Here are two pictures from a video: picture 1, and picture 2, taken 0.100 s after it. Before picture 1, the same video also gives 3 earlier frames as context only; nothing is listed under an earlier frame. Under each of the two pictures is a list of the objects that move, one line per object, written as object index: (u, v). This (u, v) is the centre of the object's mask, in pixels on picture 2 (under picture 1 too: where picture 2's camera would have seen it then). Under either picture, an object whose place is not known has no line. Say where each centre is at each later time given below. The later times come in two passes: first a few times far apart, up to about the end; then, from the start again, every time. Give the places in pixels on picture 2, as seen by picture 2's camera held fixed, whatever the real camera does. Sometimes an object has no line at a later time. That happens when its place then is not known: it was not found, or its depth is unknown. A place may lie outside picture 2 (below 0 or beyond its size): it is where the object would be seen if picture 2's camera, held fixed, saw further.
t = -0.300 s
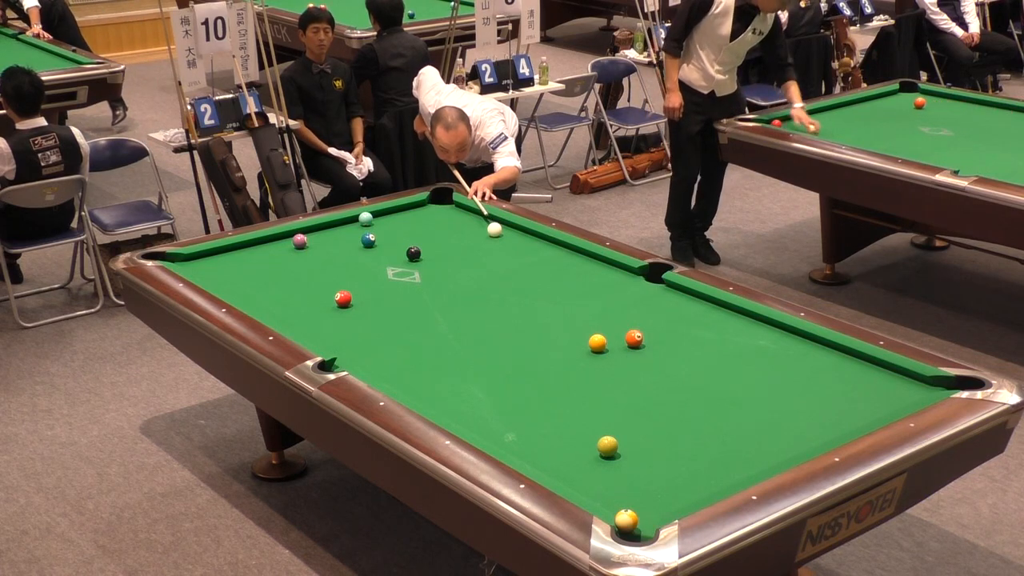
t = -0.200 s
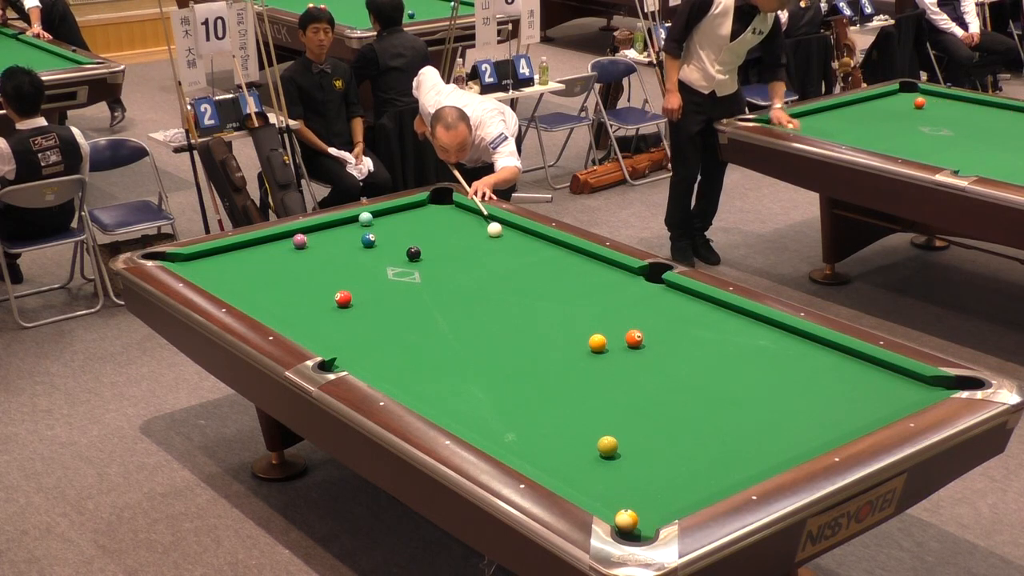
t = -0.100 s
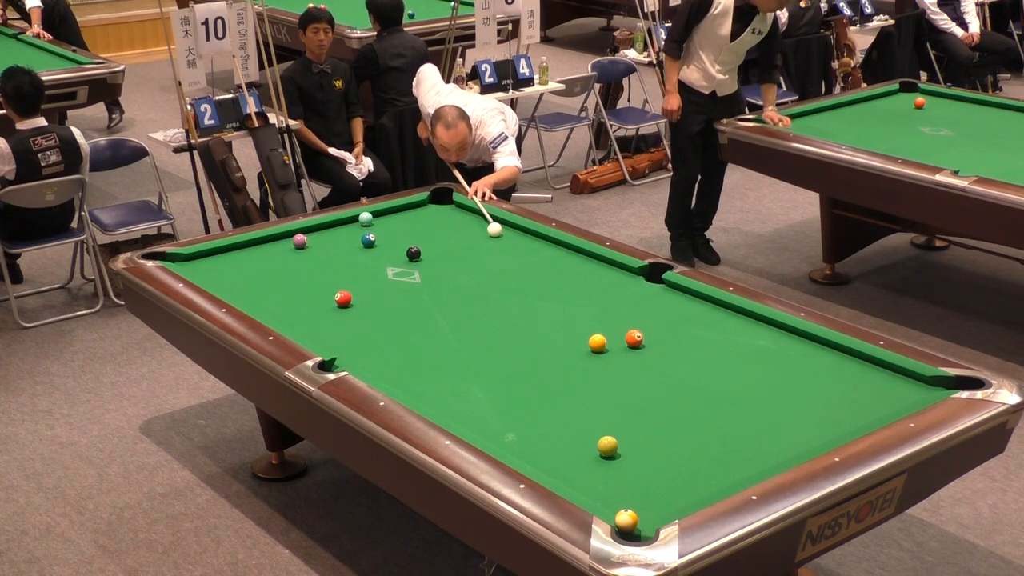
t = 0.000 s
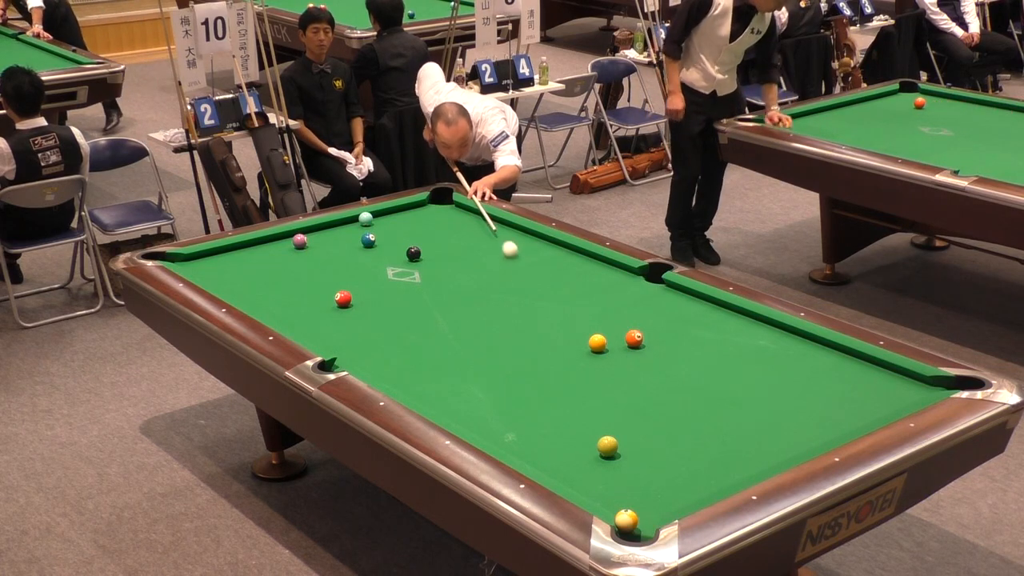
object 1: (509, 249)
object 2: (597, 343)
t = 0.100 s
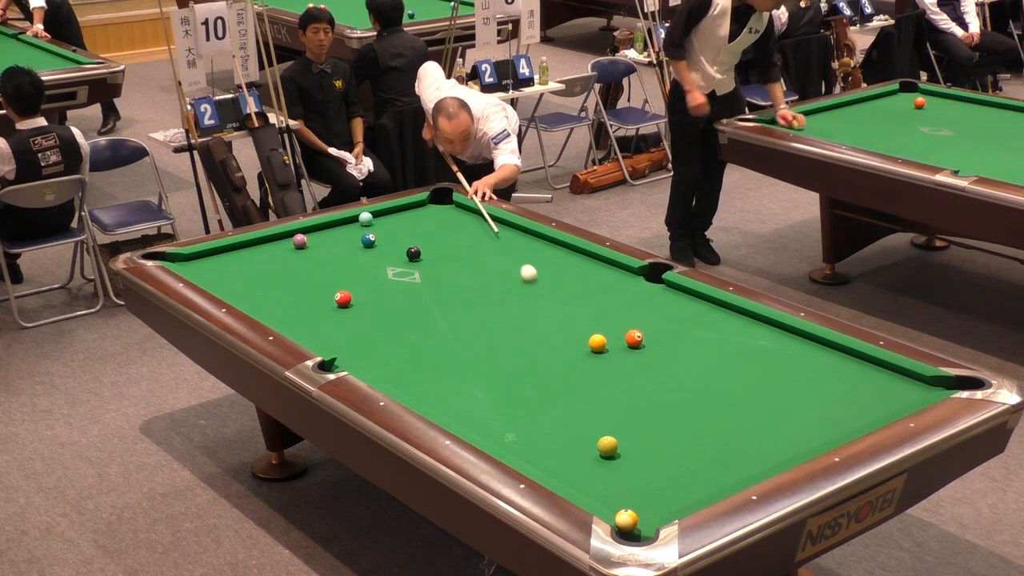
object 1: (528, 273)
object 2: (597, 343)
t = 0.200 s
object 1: (548, 299)
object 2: (597, 343)
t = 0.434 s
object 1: (562, 363)
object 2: (639, 350)
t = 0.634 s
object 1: (535, 422)
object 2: (712, 363)
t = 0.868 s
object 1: (593, 456)
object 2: (792, 377)
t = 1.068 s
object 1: (685, 461)
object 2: (863, 389)
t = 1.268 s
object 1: (760, 459)
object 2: (901, 392)
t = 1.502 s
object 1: (770, 425)
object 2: (879, 374)
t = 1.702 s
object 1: (777, 399)
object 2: (862, 360)
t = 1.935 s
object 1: (786, 371)
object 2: (836, 351)
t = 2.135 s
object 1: (793, 350)
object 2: (813, 345)
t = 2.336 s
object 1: (771, 332)
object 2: (811, 341)
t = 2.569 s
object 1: (745, 315)
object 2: (795, 341)
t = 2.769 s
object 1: (714, 307)
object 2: (783, 341)
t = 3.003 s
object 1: (680, 299)
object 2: (769, 341)
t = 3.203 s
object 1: (653, 292)
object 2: (759, 341)
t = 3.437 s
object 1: (623, 284)
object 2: (749, 342)
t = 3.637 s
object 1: (599, 278)
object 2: (742, 342)
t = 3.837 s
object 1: (577, 272)
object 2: (735, 342)
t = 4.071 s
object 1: (552, 266)
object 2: (729, 342)
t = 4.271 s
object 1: (532, 261)
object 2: (725, 342)
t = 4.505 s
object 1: (511, 256)
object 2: (723, 342)
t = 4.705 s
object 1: (494, 251)
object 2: (721, 342)
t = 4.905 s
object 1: (478, 247)
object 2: (721, 342)
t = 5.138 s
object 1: (460, 243)
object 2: (721, 342)
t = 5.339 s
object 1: (446, 239)
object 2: (721, 342)
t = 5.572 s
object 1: (431, 235)
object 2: (721, 342)
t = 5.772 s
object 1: (420, 232)
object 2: (721, 342)
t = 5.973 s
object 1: (408, 229)
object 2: (721, 342)
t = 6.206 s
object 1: (396, 226)
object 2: (721, 342)
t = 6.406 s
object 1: (387, 224)
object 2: (721, 342)
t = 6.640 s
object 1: (377, 221)
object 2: (721, 342)
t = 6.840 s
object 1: (376, 221)
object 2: (721, 342)
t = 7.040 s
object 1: (375, 220)
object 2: (721, 342)
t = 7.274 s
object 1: (375, 220)
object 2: (721, 342)
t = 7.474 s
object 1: (375, 220)
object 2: (721, 342)
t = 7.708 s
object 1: (375, 220)
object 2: (721, 342)
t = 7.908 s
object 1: (375, 220)
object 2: (721, 342)
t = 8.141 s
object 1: (375, 220)
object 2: (721, 342)
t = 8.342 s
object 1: (375, 220)
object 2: (721, 342)
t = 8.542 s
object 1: (375, 220)
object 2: (721, 342)
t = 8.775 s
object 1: (376, 220)
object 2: (721, 342)
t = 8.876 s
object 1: (376, 220)
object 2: (721, 342)
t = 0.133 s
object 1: (535, 281)
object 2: (597, 343)
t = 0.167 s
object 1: (541, 290)
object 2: (597, 343)
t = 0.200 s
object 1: (548, 299)
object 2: (597, 343)
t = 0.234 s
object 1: (556, 308)
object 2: (597, 343)
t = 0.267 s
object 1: (563, 317)
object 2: (597, 342)
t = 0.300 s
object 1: (571, 328)
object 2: (597, 343)
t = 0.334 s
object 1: (579, 338)
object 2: (597, 343)
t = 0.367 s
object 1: (575, 347)
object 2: (610, 344)
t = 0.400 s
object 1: (568, 355)
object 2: (624, 347)
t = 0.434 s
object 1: (562, 363)
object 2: (639, 350)
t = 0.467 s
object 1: (557, 372)
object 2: (652, 352)
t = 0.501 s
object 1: (552, 382)
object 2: (666, 354)
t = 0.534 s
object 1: (548, 392)
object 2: (678, 357)
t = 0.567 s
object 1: (544, 402)
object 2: (689, 359)
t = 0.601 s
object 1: (540, 412)
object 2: (701, 361)
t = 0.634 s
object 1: (535, 422)
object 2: (712, 363)
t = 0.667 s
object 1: (531, 434)
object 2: (723, 365)
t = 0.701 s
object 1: (526, 446)
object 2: (735, 367)
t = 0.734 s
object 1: (524, 454)
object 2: (746, 369)
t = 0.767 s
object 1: (541, 456)
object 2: (758, 371)
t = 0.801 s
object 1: (559, 456)
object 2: (769, 373)
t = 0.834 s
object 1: (577, 456)
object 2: (781, 375)
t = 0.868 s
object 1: (593, 456)
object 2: (792, 377)
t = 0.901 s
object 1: (610, 457)
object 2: (804, 379)
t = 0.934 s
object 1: (625, 457)
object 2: (816, 381)
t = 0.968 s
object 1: (640, 458)
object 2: (827, 383)
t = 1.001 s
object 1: (655, 459)
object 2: (839, 385)
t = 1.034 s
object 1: (670, 460)
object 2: (851, 387)
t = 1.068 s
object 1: (685, 461)
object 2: (863, 389)
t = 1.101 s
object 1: (700, 462)
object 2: (875, 392)
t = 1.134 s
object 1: (715, 463)
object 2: (887, 394)
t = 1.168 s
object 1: (730, 464)
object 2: (899, 396)
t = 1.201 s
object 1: (745, 464)
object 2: (910, 395)
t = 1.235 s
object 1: (759, 463)
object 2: (906, 394)
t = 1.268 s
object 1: (760, 459)
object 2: (901, 392)
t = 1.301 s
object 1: (761, 454)
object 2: (897, 389)
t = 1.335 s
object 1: (763, 449)
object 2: (894, 386)
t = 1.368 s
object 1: (764, 444)
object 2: (891, 384)
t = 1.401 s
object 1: (766, 439)
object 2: (888, 381)
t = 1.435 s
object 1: (767, 434)
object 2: (885, 379)
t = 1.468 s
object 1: (768, 429)
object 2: (882, 376)
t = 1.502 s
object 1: (770, 425)
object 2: (879, 374)
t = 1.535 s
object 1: (771, 420)
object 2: (876, 372)
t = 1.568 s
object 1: (772, 416)
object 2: (873, 369)
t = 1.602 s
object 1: (774, 412)
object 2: (870, 367)
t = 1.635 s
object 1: (775, 407)
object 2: (867, 365)
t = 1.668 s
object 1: (776, 403)
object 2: (865, 362)
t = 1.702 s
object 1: (777, 399)
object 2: (862, 360)
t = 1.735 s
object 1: (779, 394)
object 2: (859, 358)
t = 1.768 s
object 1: (780, 390)
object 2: (857, 356)
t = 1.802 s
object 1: (781, 386)
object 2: (853, 355)
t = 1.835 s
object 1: (782, 382)
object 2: (849, 354)
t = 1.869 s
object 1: (783, 378)
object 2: (844, 353)
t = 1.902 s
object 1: (784, 375)
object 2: (841, 352)
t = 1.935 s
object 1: (786, 371)
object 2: (836, 351)
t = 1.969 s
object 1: (787, 367)
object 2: (832, 350)
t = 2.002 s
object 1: (788, 363)
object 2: (828, 349)
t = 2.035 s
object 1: (789, 360)
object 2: (824, 348)
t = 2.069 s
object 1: (790, 357)
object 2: (821, 347)
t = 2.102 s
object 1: (792, 353)
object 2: (817, 346)
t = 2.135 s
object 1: (793, 350)
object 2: (813, 345)
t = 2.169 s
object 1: (792, 347)
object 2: (811, 344)
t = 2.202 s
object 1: (787, 344)
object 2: (813, 343)
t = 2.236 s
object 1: (783, 341)
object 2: (815, 341)
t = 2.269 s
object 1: (779, 338)
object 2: (816, 341)
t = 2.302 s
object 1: (775, 335)
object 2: (813, 341)
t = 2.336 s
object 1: (771, 332)
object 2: (811, 341)
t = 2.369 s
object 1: (768, 330)
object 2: (808, 341)
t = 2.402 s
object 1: (764, 327)
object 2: (806, 341)
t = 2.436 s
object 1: (761, 324)
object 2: (803, 341)
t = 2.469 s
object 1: (757, 322)
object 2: (801, 341)
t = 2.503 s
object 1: (754, 319)
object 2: (799, 341)
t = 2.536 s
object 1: (750, 317)
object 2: (797, 341)
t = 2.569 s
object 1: (745, 315)
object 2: (795, 341)
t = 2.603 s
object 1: (740, 314)
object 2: (793, 341)
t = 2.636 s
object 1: (734, 312)
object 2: (790, 341)
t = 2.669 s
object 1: (729, 311)
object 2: (789, 341)
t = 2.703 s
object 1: (724, 310)
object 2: (786, 341)
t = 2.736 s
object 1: (719, 309)
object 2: (784, 341)
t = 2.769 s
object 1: (714, 307)
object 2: (783, 341)
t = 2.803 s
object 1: (709, 306)
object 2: (780, 341)
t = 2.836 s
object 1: (704, 305)
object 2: (778, 341)
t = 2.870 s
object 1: (699, 303)
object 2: (777, 341)
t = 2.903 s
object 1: (694, 302)
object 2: (775, 341)
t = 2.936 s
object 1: (690, 301)
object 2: (773, 341)
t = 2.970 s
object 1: (685, 300)
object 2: (771, 341)
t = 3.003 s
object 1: (680, 299)
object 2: (769, 341)
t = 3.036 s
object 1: (675, 297)
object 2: (767, 341)
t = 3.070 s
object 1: (671, 296)
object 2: (766, 341)
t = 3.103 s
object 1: (666, 295)
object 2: (764, 341)
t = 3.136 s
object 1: (662, 294)
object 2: (763, 341)
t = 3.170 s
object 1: (657, 293)
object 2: (761, 341)
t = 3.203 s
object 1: (653, 292)
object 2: (759, 341)
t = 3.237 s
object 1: (648, 291)
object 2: (758, 342)
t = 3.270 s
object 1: (644, 290)
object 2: (756, 341)
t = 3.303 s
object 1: (640, 288)
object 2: (755, 341)
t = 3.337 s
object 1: (635, 287)
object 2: (754, 341)
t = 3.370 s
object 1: (631, 286)
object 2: (752, 342)
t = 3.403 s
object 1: (627, 285)
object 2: (751, 341)
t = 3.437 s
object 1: (623, 284)
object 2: (749, 342)
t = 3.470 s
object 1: (619, 283)
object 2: (748, 342)
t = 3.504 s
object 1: (615, 282)
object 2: (747, 342)
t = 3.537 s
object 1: (611, 281)
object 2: (746, 342)
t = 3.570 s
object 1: (607, 280)
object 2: (744, 342)
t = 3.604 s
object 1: (603, 279)
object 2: (743, 342)
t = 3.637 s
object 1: (599, 278)
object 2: (742, 342)
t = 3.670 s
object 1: (596, 277)
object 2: (741, 342)
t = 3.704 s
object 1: (592, 276)
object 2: (740, 342)
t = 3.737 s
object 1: (588, 275)
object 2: (739, 342)
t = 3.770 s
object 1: (584, 274)
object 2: (737, 342)
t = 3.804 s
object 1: (580, 274)
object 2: (736, 342)
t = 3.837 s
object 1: (577, 272)
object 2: (735, 342)
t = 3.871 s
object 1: (573, 271)
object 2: (734, 342)
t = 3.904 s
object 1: (570, 271)
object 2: (733, 342)
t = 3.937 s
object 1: (566, 270)
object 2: (733, 342)
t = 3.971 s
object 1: (563, 269)
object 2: (732, 342)
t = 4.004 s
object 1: (559, 268)
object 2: (731, 342)
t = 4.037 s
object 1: (555, 267)
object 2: (730, 342)
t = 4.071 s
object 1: (552, 266)
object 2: (729, 342)
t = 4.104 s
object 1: (549, 265)
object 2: (728, 342)
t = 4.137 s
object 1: (545, 264)
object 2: (728, 342)
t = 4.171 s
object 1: (542, 264)
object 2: (727, 342)
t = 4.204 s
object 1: (539, 263)
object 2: (727, 342)
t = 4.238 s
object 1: (536, 262)
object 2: (726, 342)
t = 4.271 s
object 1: (532, 261)
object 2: (725, 342)
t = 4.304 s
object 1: (529, 260)
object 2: (725, 342)
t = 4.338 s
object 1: (526, 260)
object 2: (725, 342)
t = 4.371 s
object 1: (523, 259)
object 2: (724, 342)
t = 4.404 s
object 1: (520, 258)
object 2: (724, 342)
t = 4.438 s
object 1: (517, 257)
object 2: (723, 342)
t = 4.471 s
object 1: (514, 256)
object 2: (723, 342)
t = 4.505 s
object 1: (511, 256)
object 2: (723, 342)
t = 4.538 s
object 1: (508, 255)
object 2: (722, 342)
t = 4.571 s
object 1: (505, 254)
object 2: (722, 342)
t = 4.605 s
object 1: (502, 254)
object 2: (722, 342)
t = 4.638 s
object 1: (499, 253)
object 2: (722, 342)
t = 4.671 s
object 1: (497, 252)
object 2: (721, 342)
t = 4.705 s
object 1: (494, 251)
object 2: (721, 342)
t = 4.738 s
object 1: (491, 251)
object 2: (721, 342)
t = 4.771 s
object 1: (488, 250)
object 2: (721, 342)
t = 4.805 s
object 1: (486, 249)
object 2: (721, 342)
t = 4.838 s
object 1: (483, 249)
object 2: (721, 342)
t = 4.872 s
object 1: (480, 248)
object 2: (721, 342)
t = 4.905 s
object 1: (478, 247)
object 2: (721, 342)
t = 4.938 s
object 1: (475, 247)
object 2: (721, 342)
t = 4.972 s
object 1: (473, 246)
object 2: (721, 342)
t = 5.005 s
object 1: (470, 245)
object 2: (721, 342)
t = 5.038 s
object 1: (468, 245)
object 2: (721, 342)
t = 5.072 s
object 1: (465, 244)
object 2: (721, 342)
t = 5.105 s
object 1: (463, 243)
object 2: (721, 342)
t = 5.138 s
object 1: (460, 243)
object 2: (721, 342)
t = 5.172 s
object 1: (458, 242)
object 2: (721, 342)
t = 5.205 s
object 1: (455, 241)
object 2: (721, 342)
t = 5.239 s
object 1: (453, 241)
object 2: (721, 342)
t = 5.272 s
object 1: (451, 240)
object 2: (721, 342)
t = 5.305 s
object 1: (448, 240)
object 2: (721, 342)
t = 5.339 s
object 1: (446, 239)
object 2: (721, 342)
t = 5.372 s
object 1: (444, 239)
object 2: (721, 342)
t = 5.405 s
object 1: (442, 238)
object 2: (721, 342)
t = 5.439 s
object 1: (440, 237)
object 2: (721, 342)
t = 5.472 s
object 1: (438, 237)
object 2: (721, 342)
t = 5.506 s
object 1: (436, 236)
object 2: (721, 342)
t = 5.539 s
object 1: (433, 236)
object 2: (721, 342)
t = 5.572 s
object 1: (431, 235)
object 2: (721, 342)
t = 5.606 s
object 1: (429, 235)
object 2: (721, 342)
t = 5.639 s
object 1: (427, 234)
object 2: (721, 342)
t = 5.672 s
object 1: (425, 234)
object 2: (721, 342)
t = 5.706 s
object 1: (423, 233)
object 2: (721, 342)
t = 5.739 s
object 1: (421, 233)
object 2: (721, 342)
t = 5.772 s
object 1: (420, 232)
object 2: (721, 342)
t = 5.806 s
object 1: (417, 232)
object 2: (721, 342)
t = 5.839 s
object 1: (416, 231)
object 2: (721, 342)
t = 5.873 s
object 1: (414, 231)
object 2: (721, 342)
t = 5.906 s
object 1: (412, 230)
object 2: (721, 342)
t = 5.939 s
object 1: (410, 230)
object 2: (721, 342)
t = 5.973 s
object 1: (408, 229)
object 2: (721, 342)
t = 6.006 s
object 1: (406, 229)
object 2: (721, 342)
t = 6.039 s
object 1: (405, 228)
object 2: (721, 342)
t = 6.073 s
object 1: (403, 228)
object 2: (721, 342)
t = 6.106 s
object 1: (401, 228)
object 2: (721, 342)
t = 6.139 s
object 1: (400, 227)
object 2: (721, 342)
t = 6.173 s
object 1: (398, 227)
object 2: (721, 342)
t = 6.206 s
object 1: (396, 226)
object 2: (721, 342)
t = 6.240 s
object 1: (395, 226)
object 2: (721, 342)
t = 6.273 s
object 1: (393, 225)
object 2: (721, 342)
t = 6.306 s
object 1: (392, 225)
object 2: (721, 342)
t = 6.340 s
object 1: (390, 225)
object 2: (721, 342)
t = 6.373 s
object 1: (388, 224)
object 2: (721, 342)
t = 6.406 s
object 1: (387, 224)
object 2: (721, 342)
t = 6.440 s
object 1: (385, 223)
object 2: (721, 342)
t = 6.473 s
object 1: (384, 223)
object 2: (721, 342)
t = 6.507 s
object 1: (382, 223)
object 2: (721, 342)
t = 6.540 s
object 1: (381, 222)
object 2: (721, 342)
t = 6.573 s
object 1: (379, 222)
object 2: (721, 342)
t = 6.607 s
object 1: (378, 222)
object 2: (721, 342)
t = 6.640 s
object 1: (377, 221)
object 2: (721, 342)
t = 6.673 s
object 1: (376, 221)
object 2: (721, 342)
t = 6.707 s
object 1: (376, 221)
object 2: (721, 342)
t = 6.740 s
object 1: (376, 221)
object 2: (721, 342)
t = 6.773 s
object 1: (376, 221)
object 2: (721, 342)
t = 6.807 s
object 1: (376, 221)
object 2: (721, 342)
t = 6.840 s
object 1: (376, 221)
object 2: (721, 342)
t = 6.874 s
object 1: (376, 221)
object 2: (721, 342)
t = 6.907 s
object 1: (376, 220)
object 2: (721, 342)
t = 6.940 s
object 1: (375, 220)
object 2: (721, 342)
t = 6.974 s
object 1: (375, 220)
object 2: (721, 342)
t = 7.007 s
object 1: (375, 220)
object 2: (721, 342)
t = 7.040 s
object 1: (375, 220)
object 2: (721, 342)
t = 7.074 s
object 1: (375, 220)
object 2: (721, 342)
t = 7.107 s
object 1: (375, 220)
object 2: (721, 342)
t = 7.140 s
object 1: (375, 220)
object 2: (721, 342)
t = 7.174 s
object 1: (375, 220)
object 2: (721, 342)
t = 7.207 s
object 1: (375, 220)
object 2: (721, 342)
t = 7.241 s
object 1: (375, 220)
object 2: (721, 342)
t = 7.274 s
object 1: (375, 220)
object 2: (721, 342)
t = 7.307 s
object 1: (375, 220)
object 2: (721, 342)
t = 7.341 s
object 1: (375, 220)
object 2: (721, 342)
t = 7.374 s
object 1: (375, 220)
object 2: (721, 342)
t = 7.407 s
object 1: (375, 220)
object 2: (721, 342)
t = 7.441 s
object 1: (375, 220)
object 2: (721, 342)
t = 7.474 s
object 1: (375, 220)
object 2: (721, 342)
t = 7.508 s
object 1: (375, 220)
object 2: (721, 342)
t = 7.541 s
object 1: (375, 220)
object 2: (721, 342)
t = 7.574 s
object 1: (375, 220)
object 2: (721, 342)
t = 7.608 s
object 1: (375, 220)
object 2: (721, 342)
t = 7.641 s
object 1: (375, 220)
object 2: (721, 342)
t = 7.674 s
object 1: (375, 220)
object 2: (721, 342)
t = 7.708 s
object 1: (375, 220)
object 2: (721, 342)
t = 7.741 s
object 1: (375, 220)
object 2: (721, 342)
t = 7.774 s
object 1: (375, 220)
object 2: (721, 342)
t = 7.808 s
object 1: (375, 220)
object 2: (721, 342)
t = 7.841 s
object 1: (375, 220)
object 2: (721, 342)
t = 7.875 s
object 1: (375, 220)
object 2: (721, 342)
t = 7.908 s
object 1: (375, 220)
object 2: (721, 342)
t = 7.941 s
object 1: (375, 220)
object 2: (721, 342)
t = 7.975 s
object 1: (375, 220)
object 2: (721, 342)
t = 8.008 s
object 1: (375, 220)
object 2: (721, 342)
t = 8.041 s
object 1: (375, 220)
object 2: (721, 342)
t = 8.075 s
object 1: (375, 220)
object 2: (721, 342)
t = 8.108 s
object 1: (375, 220)
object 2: (721, 342)
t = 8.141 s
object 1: (375, 220)
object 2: (721, 342)
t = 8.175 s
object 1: (375, 220)
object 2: (721, 342)
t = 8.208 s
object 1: (375, 220)
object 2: (721, 342)
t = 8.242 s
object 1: (375, 220)
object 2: (721, 342)
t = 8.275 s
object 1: (375, 220)
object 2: (721, 342)
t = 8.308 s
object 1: (375, 220)
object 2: (721, 342)
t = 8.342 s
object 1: (375, 220)
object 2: (721, 342)
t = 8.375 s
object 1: (375, 220)
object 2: (721, 342)
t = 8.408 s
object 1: (375, 220)
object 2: (721, 342)
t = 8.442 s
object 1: (375, 220)
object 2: (721, 342)
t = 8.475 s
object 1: (376, 220)
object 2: (721, 342)
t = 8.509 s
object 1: (375, 220)
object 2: (721, 342)
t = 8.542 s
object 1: (375, 220)
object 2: (721, 342)
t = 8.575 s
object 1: (375, 220)
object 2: (721, 342)
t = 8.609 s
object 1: (375, 220)
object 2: (721, 342)
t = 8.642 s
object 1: (376, 220)
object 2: (721, 342)
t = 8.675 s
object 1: (375, 220)
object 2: (721, 342)
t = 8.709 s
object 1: (375, 220)
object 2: (721, 342)
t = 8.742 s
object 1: (375, 220)
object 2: (721, 342)
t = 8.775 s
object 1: (376, 220)
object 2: (721, 342)
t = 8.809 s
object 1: (376, 220)
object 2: (721, 342)
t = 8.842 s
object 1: (376, 220)
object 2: (721, 342)
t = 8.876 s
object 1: (376, 220)
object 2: (721, 342)
